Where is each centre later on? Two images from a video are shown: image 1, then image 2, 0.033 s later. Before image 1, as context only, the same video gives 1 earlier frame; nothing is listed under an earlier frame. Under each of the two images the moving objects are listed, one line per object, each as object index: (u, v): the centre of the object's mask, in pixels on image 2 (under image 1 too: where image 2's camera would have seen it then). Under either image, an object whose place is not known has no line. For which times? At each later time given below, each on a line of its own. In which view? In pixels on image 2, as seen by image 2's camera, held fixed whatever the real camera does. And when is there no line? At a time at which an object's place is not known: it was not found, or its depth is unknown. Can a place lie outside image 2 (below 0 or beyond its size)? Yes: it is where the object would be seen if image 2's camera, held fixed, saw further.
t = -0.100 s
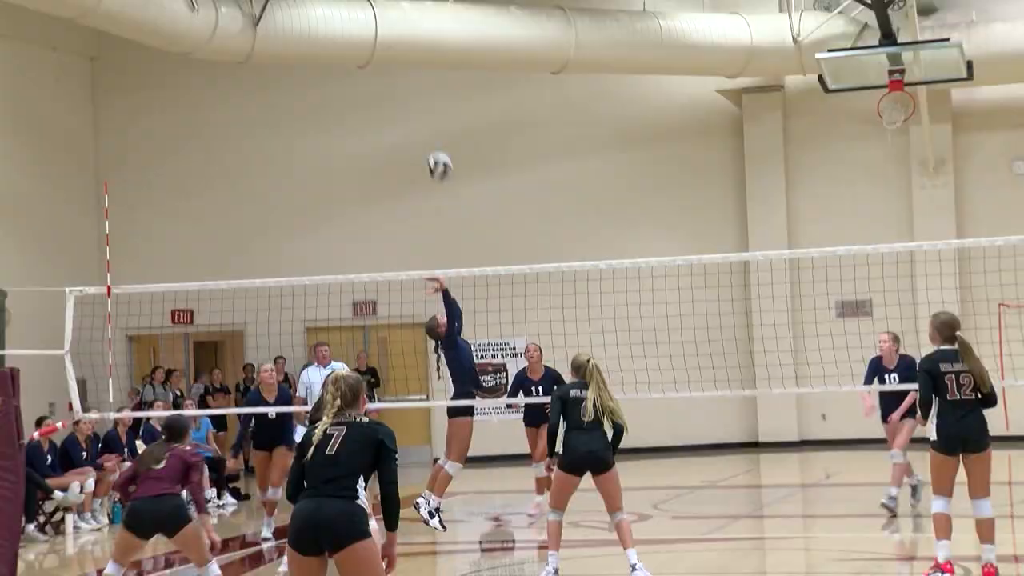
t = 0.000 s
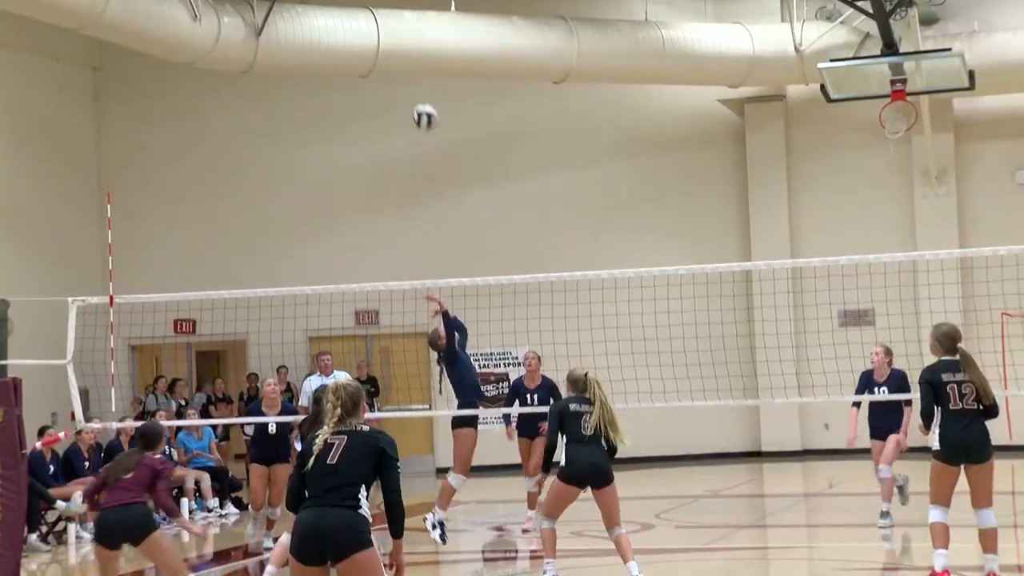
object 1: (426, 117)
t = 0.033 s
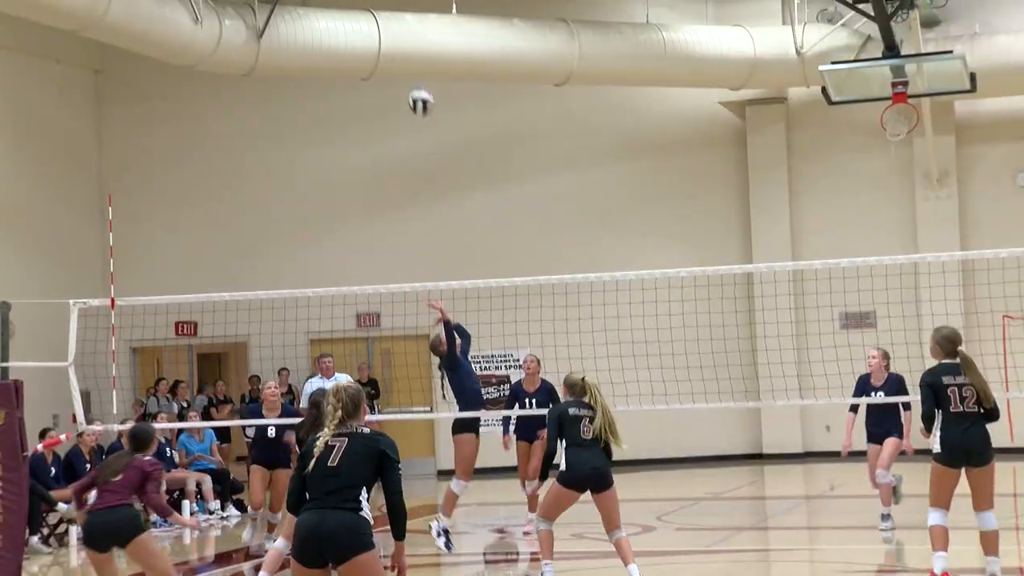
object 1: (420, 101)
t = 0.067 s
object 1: (415, 85)
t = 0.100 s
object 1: (410, 71)
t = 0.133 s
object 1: (404, 58)
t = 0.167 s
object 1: (399, 47)
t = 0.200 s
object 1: (393, 37)
